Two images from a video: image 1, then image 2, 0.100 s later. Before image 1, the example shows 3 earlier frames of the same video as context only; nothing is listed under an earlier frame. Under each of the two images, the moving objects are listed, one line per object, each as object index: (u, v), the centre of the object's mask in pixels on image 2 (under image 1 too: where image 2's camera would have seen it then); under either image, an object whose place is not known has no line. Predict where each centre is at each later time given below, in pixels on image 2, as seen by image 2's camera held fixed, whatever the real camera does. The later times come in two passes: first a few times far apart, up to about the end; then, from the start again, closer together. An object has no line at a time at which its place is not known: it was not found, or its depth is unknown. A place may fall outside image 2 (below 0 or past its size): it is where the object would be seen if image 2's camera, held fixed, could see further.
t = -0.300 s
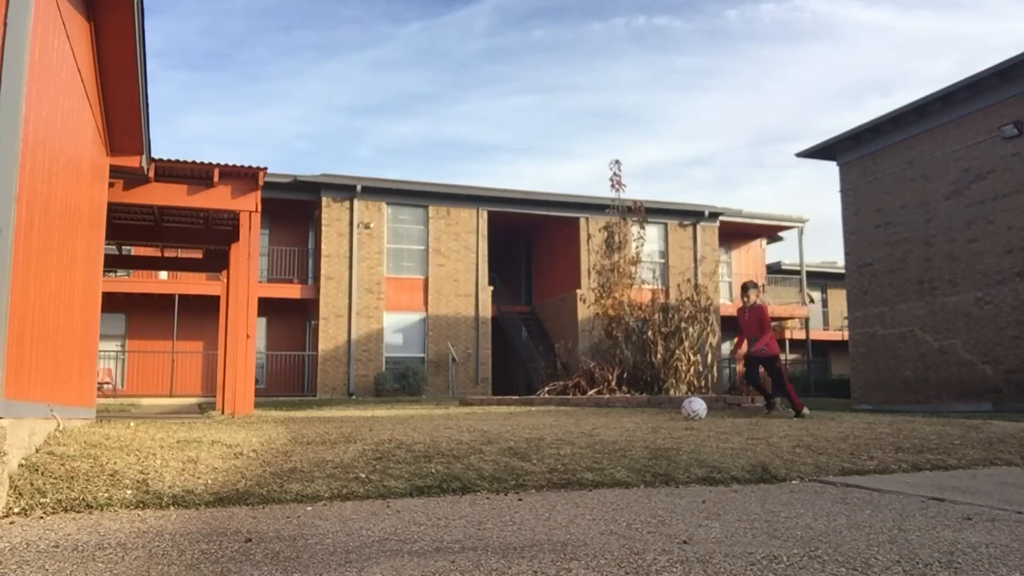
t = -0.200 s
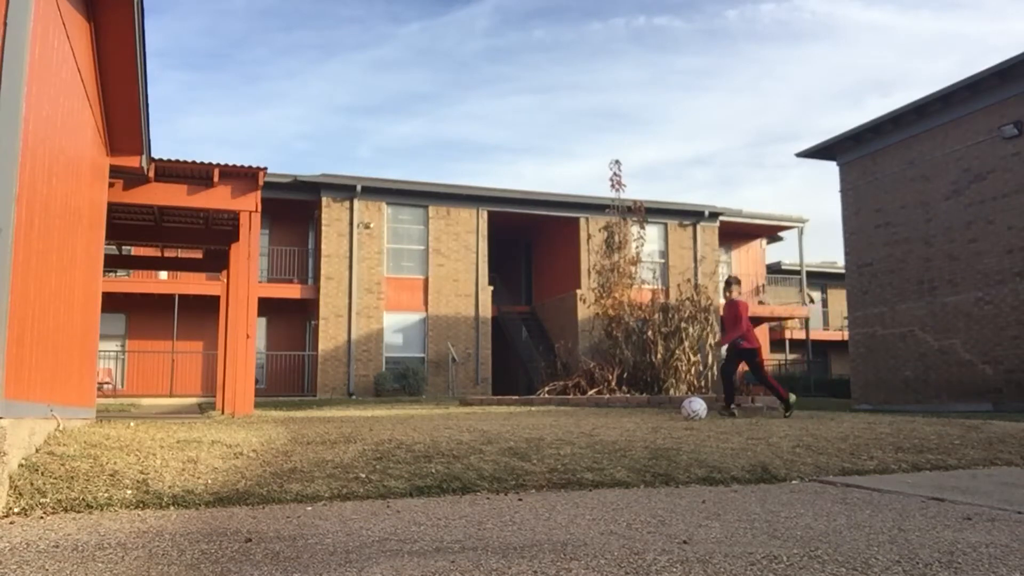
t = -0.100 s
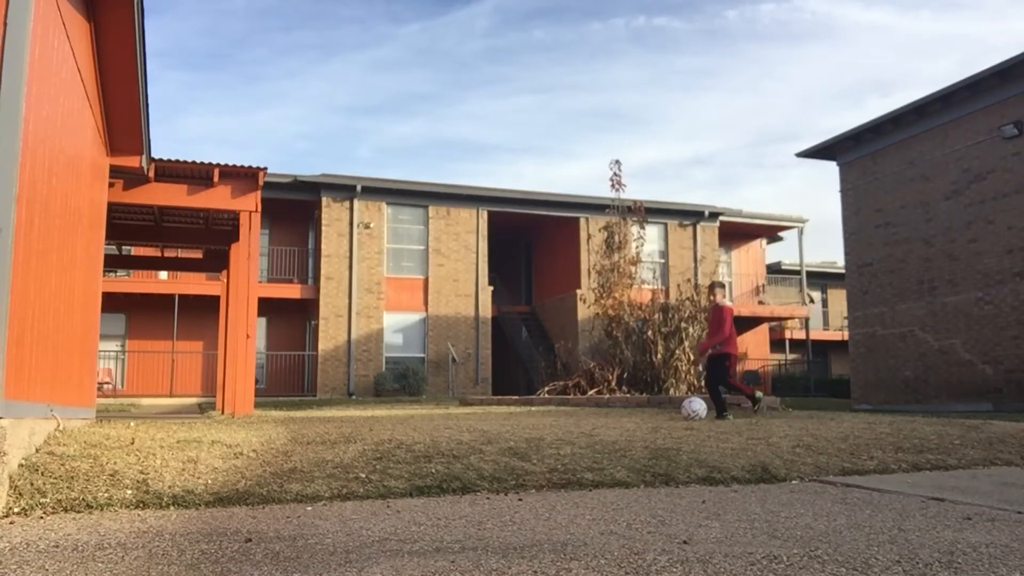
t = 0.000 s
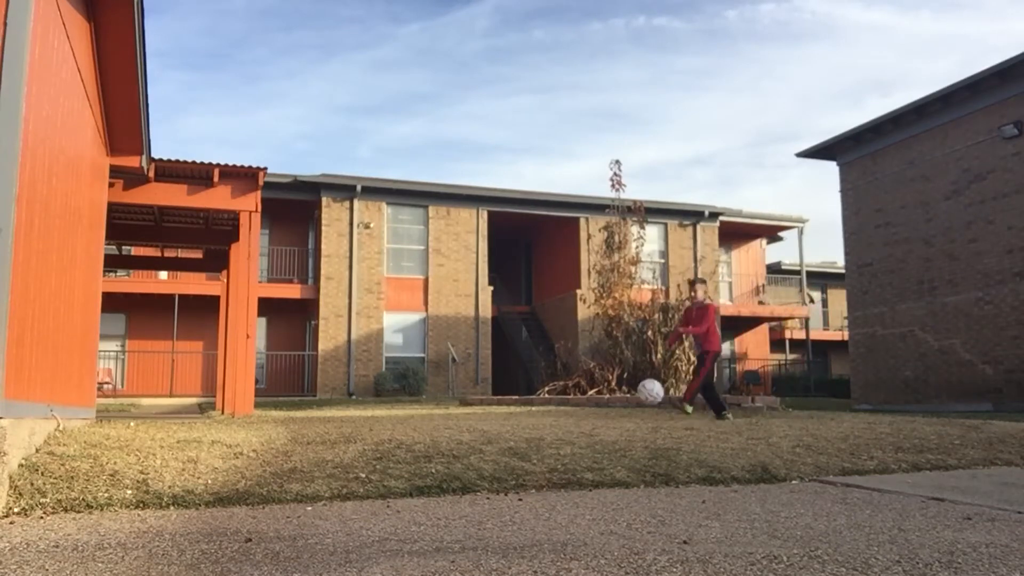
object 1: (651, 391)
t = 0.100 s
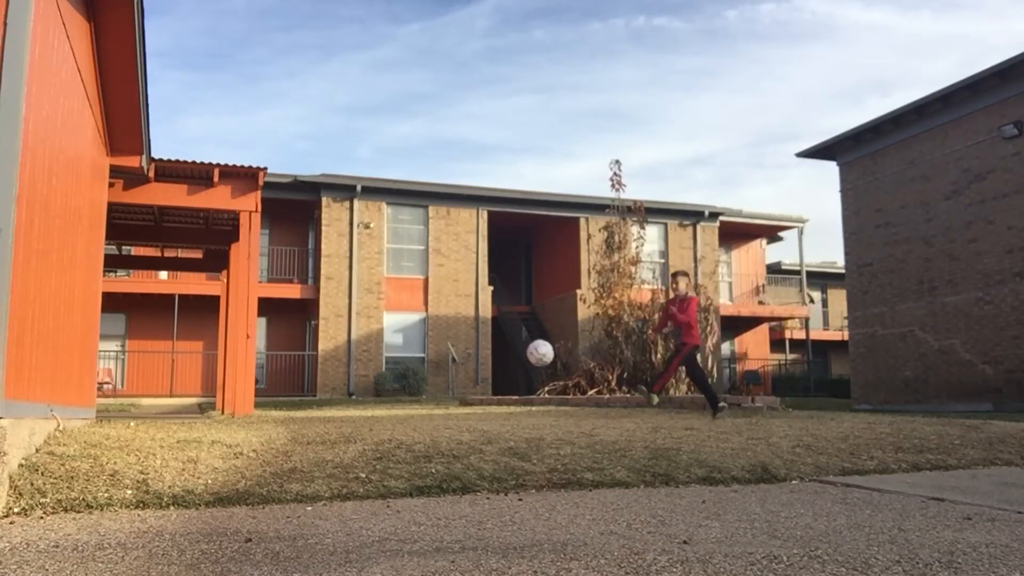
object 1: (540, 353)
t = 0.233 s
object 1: (382, 313)
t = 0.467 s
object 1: (86, 288)
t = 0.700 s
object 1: (276, 372)
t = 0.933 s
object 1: (396, 373)
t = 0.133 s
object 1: (503, 342)
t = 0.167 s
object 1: (465, 331)
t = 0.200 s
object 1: (424, 322)
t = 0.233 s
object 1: (382, 313)
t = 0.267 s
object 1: (341, 307)
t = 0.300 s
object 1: (298, 300)
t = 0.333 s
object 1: (254, 295)
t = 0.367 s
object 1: (206, 291)
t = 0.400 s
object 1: (159, 288)
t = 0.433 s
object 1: (111, 286)
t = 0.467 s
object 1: (86, 288)
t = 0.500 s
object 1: (115, 297)
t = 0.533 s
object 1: (143, 306)
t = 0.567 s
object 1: (171, 317)
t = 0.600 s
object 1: (198, 328)
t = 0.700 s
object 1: (276, 372)
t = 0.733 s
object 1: (301, 388)
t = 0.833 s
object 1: (358, 403)
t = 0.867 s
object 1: (371, 392)
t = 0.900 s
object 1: (384, 382)
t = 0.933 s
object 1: (396, 373)
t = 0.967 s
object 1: (409, 367)
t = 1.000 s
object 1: (422, 361)
